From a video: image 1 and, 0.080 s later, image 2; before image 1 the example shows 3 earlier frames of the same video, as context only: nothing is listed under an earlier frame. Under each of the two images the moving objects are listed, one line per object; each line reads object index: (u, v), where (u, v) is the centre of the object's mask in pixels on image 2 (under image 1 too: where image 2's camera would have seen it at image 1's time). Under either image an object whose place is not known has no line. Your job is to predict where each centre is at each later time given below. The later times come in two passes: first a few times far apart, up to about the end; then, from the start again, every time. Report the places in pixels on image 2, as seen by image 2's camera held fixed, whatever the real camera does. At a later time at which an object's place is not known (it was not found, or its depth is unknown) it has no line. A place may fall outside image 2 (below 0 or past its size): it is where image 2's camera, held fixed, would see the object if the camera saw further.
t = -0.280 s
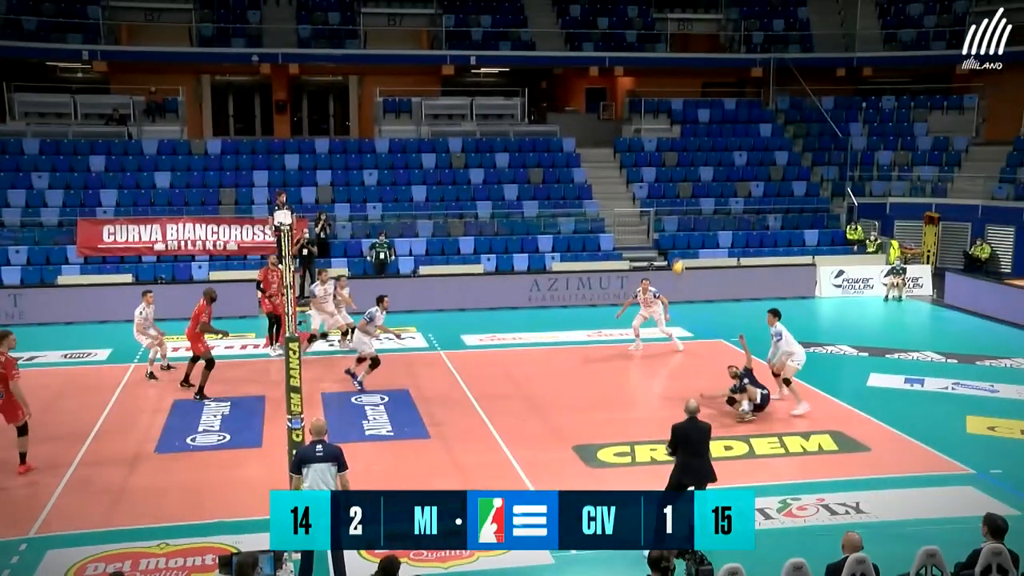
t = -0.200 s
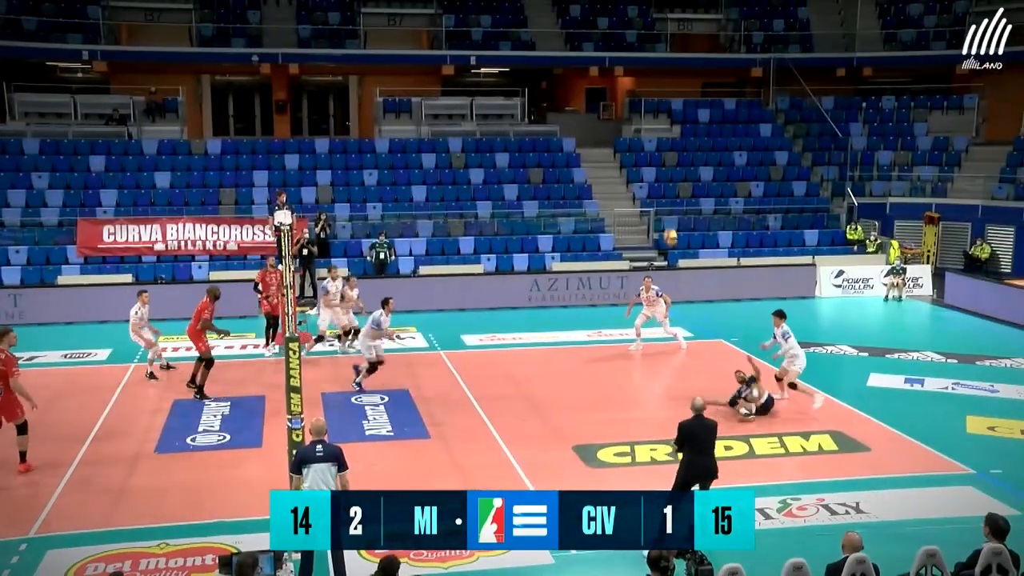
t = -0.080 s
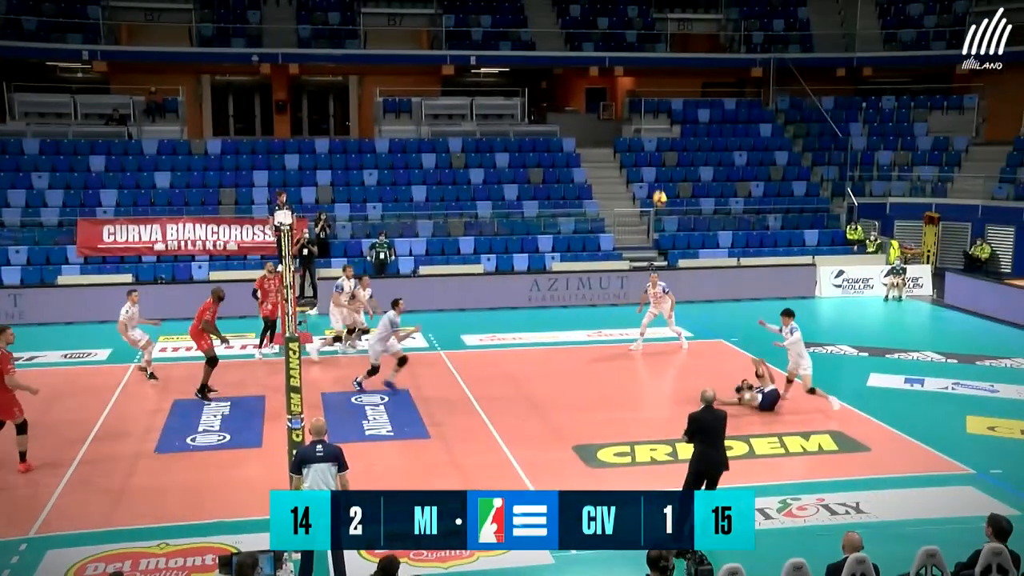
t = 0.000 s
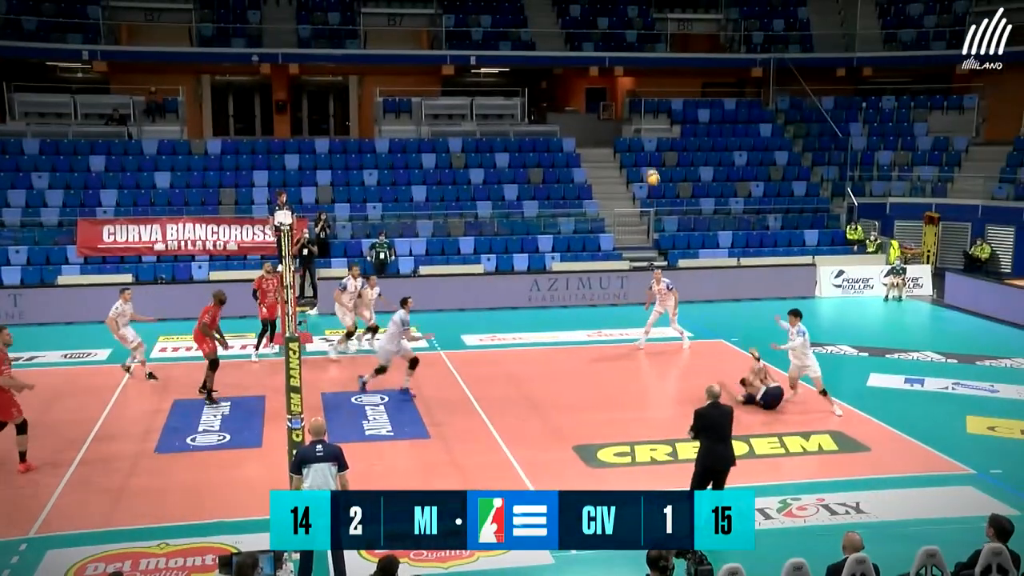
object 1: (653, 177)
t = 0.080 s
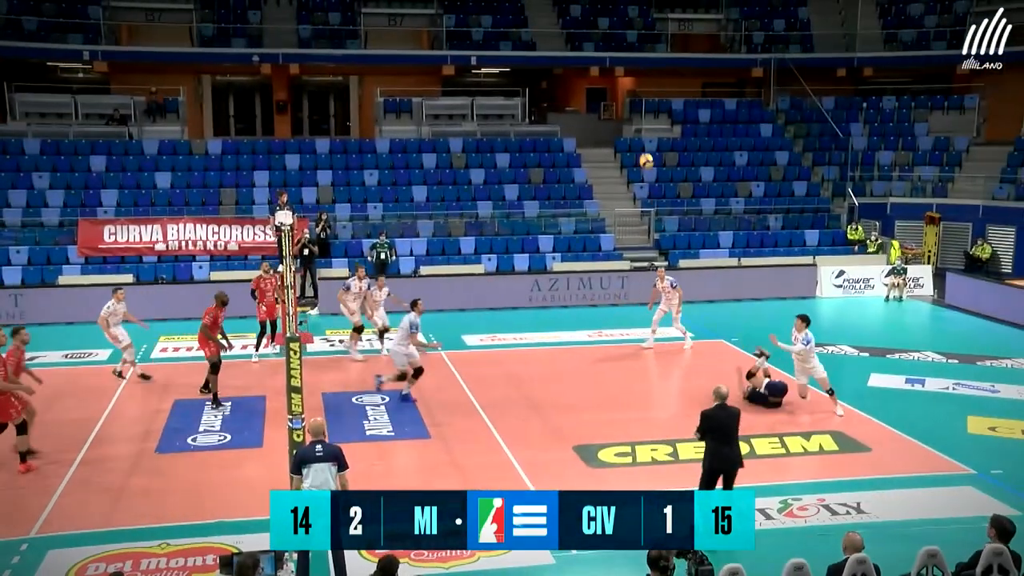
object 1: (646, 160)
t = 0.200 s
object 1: (636, 142)
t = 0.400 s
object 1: (618, 132)
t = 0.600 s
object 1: (601, 145)
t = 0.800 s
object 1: (583, 188)
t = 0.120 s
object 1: (642, 153)
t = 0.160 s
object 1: (639, 147)
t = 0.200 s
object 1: (636, 142)
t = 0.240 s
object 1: (632, 138)
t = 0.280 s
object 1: (629, 135)
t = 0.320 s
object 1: (625, 133)
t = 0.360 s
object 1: (622, 132)
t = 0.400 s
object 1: (618, 132)
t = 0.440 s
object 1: (615, 132)
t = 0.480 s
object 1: (612, 134)
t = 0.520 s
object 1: (608, 137)
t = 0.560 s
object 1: (605, 141)
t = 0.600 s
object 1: (601, 145)
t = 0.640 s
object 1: (597, 152)
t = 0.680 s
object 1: (594, 159)
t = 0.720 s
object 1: (590, 168)
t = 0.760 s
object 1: (587, 177)
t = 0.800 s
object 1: (583, 188)
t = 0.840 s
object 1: (579, 199)
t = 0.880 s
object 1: (576, 211)
